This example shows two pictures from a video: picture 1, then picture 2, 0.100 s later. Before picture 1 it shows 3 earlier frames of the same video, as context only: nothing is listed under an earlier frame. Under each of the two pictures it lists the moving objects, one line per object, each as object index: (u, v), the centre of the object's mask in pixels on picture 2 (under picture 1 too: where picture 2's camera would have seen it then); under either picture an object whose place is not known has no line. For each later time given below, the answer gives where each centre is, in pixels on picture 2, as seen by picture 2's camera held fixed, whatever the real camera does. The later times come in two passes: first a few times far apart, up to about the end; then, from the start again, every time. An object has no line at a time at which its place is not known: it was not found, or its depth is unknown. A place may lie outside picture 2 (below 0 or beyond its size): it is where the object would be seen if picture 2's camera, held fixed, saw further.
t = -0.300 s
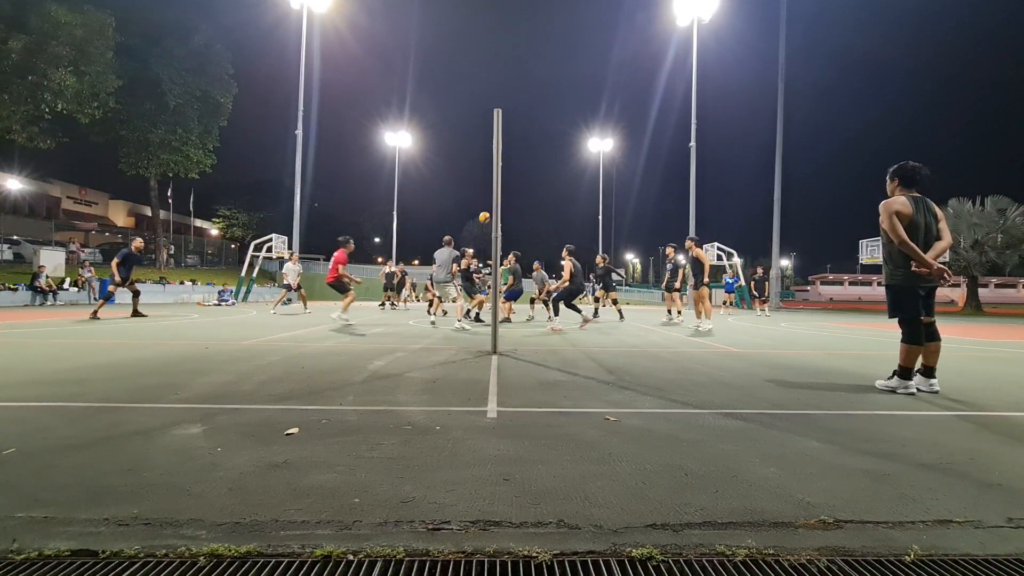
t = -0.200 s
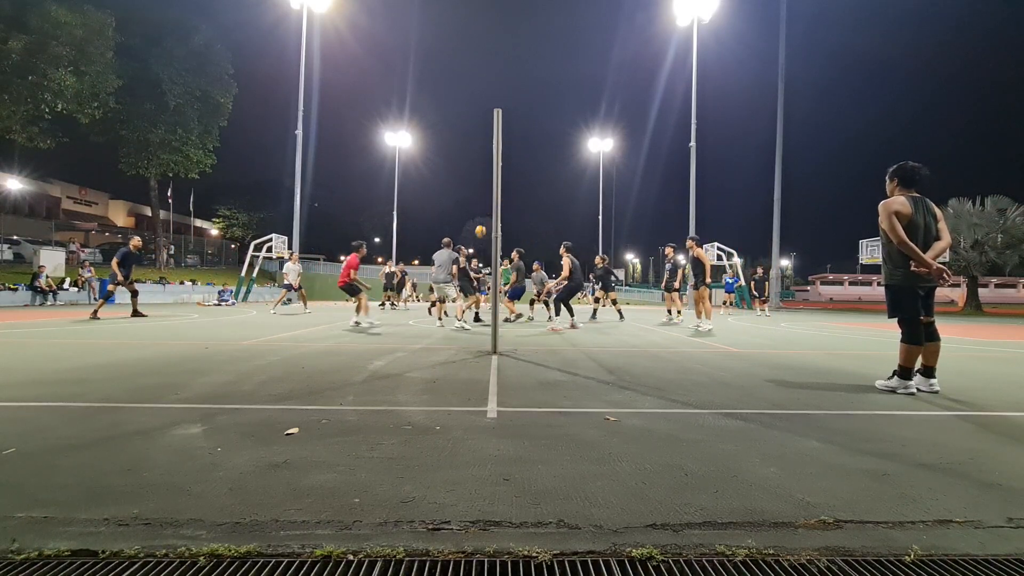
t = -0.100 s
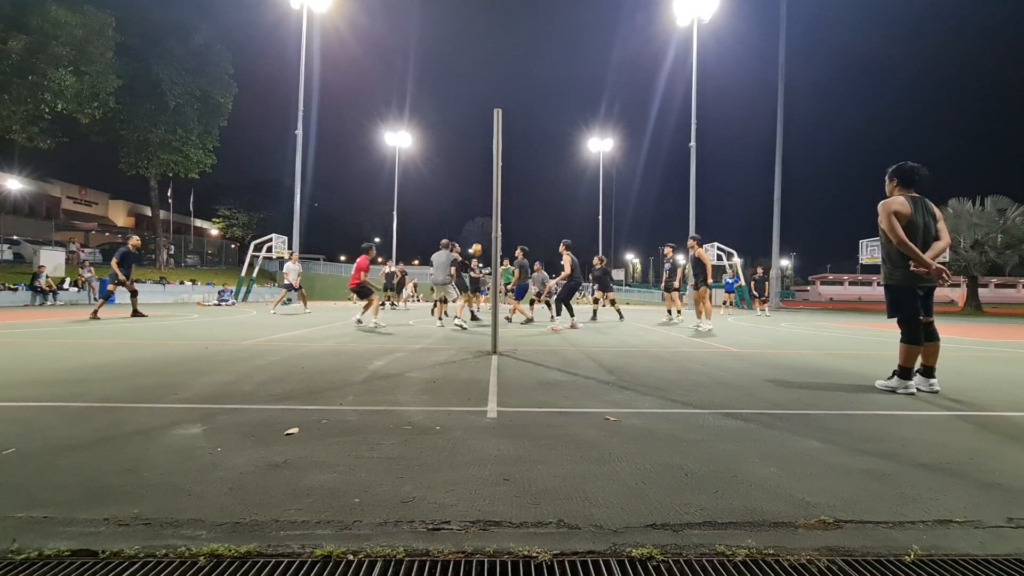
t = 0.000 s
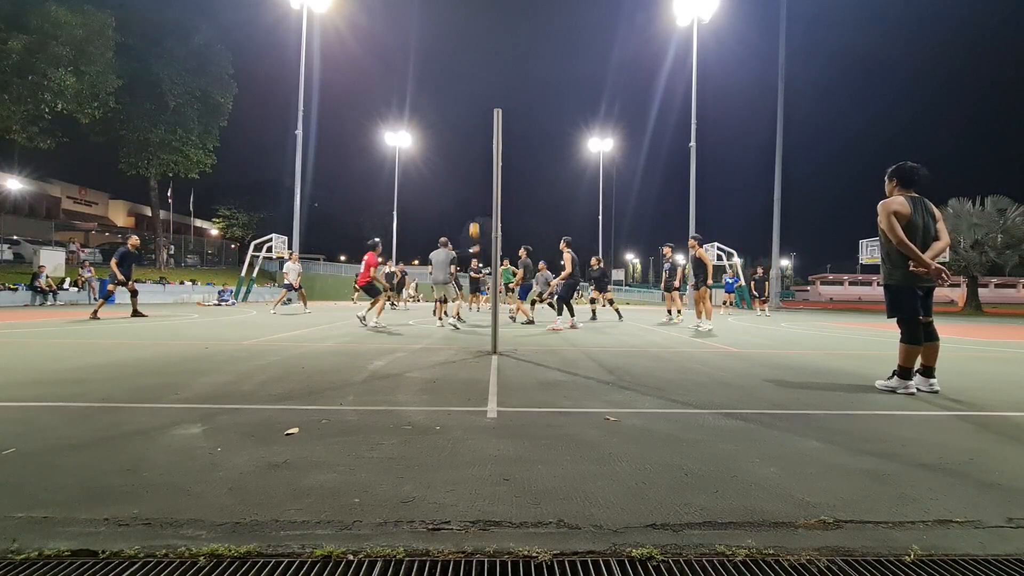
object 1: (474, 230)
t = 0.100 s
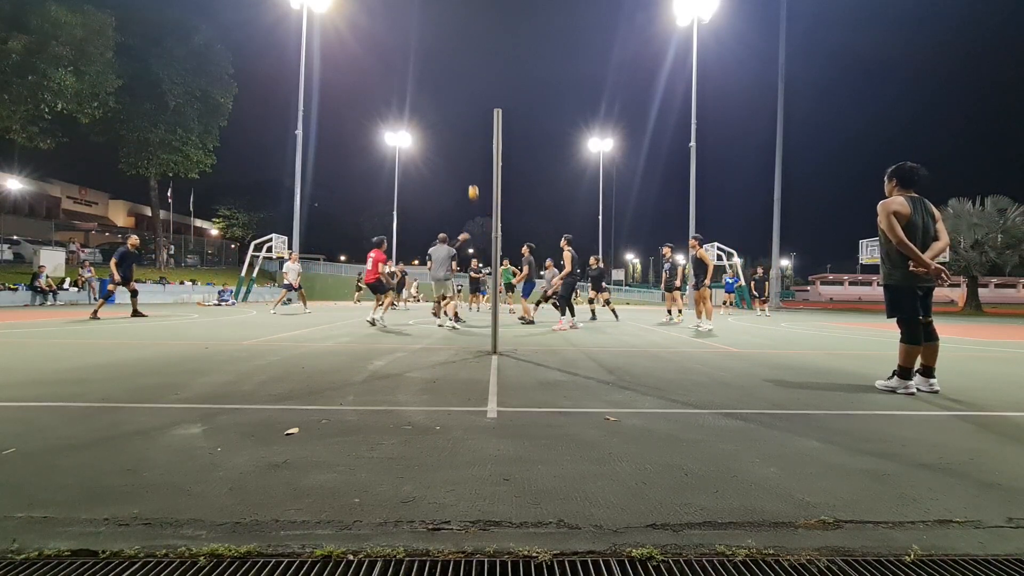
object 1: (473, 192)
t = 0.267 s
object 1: (471, 141)
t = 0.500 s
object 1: (468, 92)
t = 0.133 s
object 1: (473, 181)
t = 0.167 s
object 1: (472, 170)
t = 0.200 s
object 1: (472, 160)
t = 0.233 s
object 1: (471, 150)
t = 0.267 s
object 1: (471, 141)
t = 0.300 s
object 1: (471, 132)
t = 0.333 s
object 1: (470, 124)
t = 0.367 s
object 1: (470, 116)
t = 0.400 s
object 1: (470, 110)
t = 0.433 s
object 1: (469, 103)
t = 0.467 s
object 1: (469, 98)
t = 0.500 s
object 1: (468, 92)
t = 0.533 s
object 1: (468, 88)
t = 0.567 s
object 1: (468, 83)
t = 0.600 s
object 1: (467, 80)
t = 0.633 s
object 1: (467, 77)
